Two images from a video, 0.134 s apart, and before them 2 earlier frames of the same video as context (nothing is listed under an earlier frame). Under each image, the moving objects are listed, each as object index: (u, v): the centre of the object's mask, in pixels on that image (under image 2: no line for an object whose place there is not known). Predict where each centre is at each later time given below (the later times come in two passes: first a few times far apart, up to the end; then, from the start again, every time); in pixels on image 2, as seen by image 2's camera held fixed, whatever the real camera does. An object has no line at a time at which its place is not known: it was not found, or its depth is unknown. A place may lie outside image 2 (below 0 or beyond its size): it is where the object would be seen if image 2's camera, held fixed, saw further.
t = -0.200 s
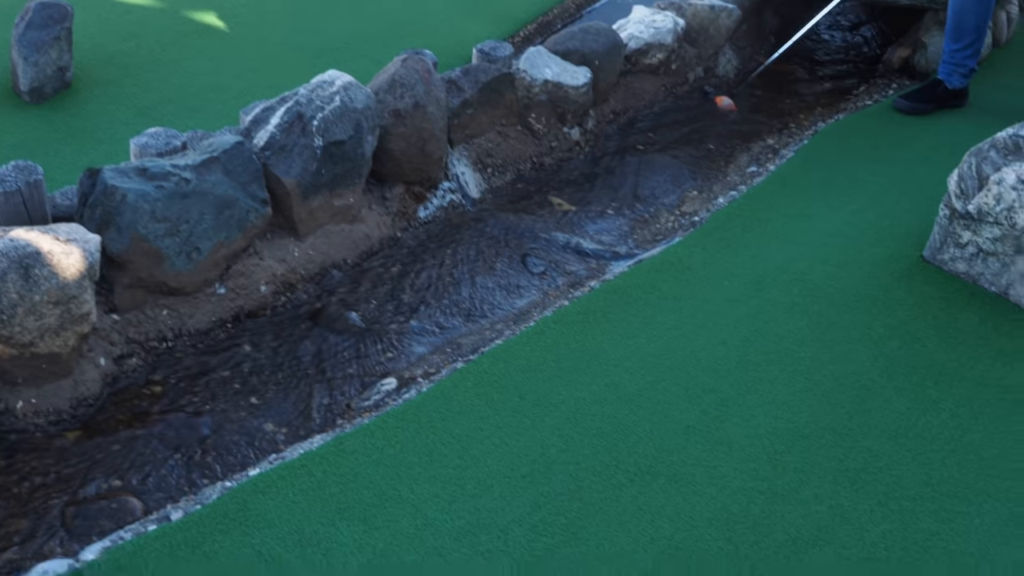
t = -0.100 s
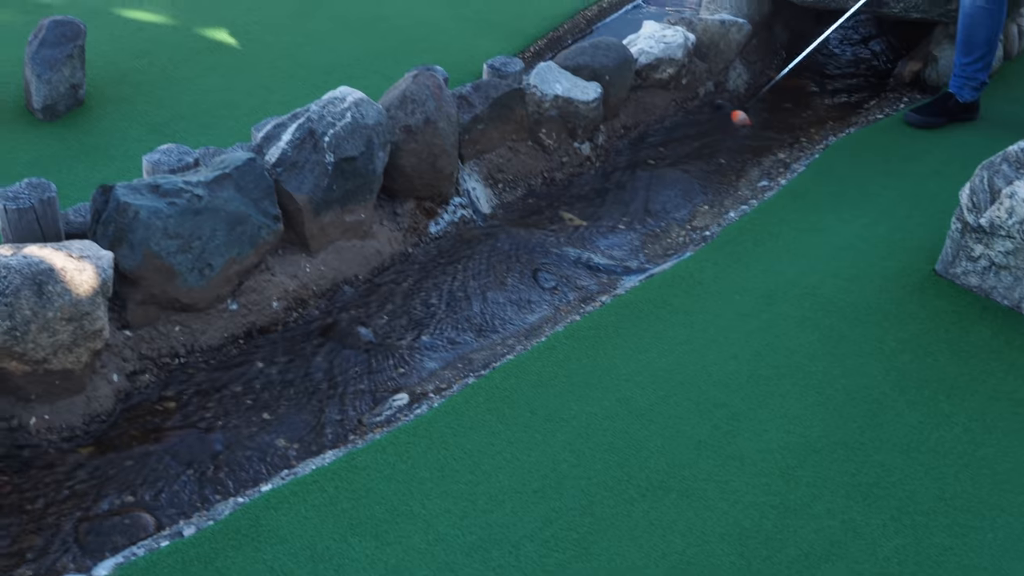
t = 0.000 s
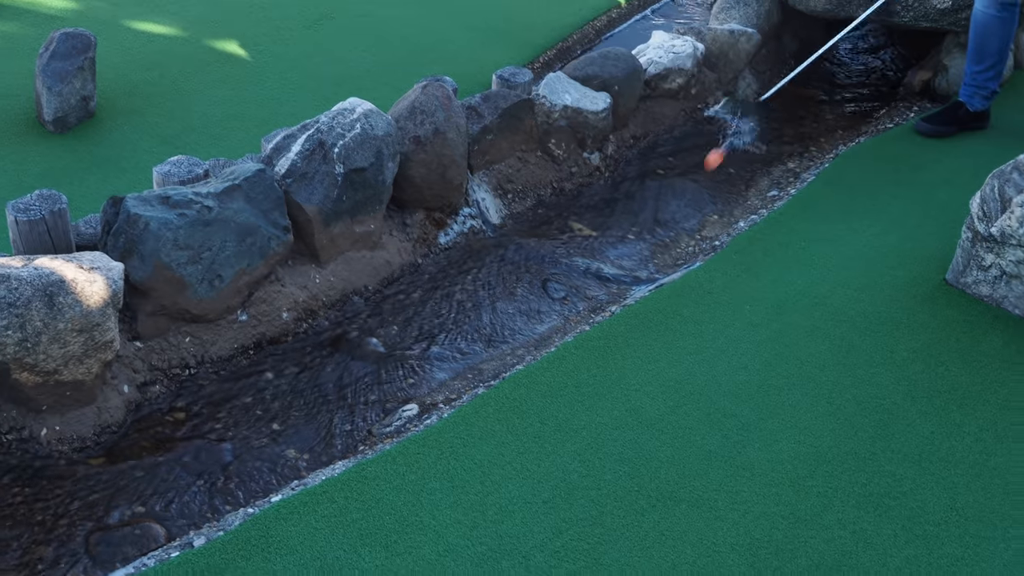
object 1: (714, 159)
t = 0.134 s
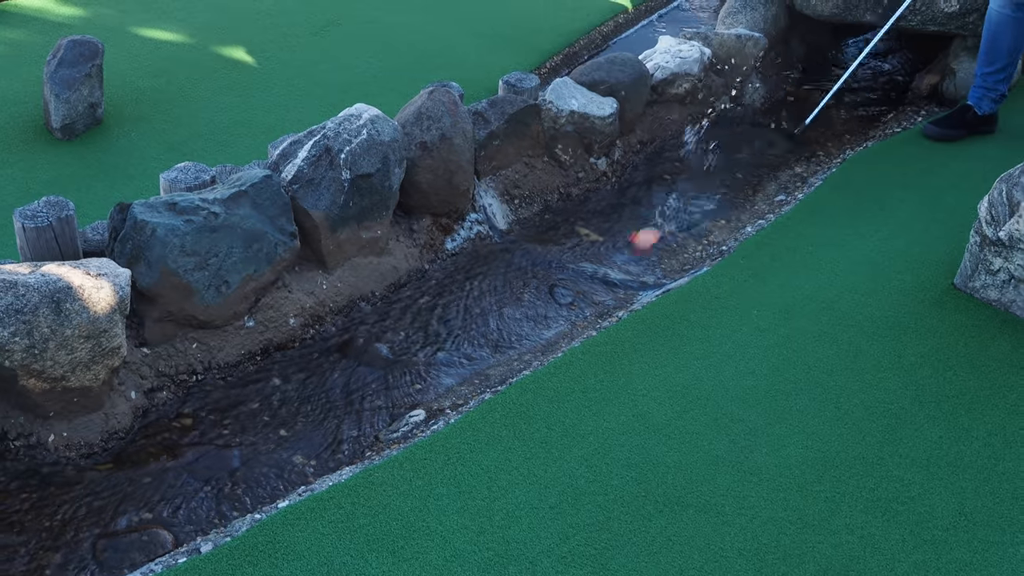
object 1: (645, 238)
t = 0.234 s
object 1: (590, 277)
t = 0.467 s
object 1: (503, 361)
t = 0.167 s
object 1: (625, 258)
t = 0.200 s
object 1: (609, 268)
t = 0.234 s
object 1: (590, 277)
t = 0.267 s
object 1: (573, 291)
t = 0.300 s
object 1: (558, 304)
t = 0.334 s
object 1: (546, 310)
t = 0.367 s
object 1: (538, 317)
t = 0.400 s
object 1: (523, 334)
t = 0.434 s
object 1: (512, 351)
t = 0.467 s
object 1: (503, 361)
